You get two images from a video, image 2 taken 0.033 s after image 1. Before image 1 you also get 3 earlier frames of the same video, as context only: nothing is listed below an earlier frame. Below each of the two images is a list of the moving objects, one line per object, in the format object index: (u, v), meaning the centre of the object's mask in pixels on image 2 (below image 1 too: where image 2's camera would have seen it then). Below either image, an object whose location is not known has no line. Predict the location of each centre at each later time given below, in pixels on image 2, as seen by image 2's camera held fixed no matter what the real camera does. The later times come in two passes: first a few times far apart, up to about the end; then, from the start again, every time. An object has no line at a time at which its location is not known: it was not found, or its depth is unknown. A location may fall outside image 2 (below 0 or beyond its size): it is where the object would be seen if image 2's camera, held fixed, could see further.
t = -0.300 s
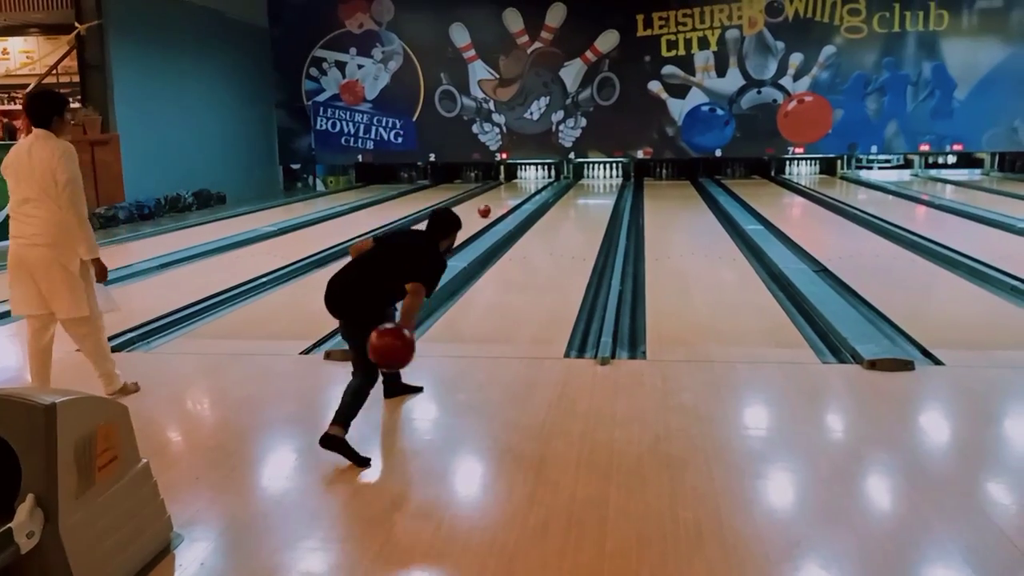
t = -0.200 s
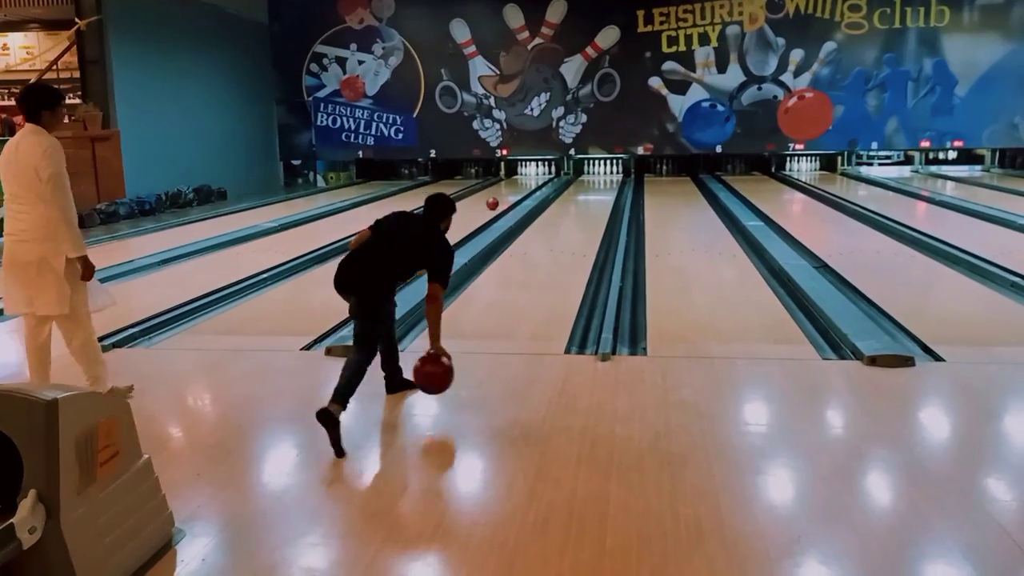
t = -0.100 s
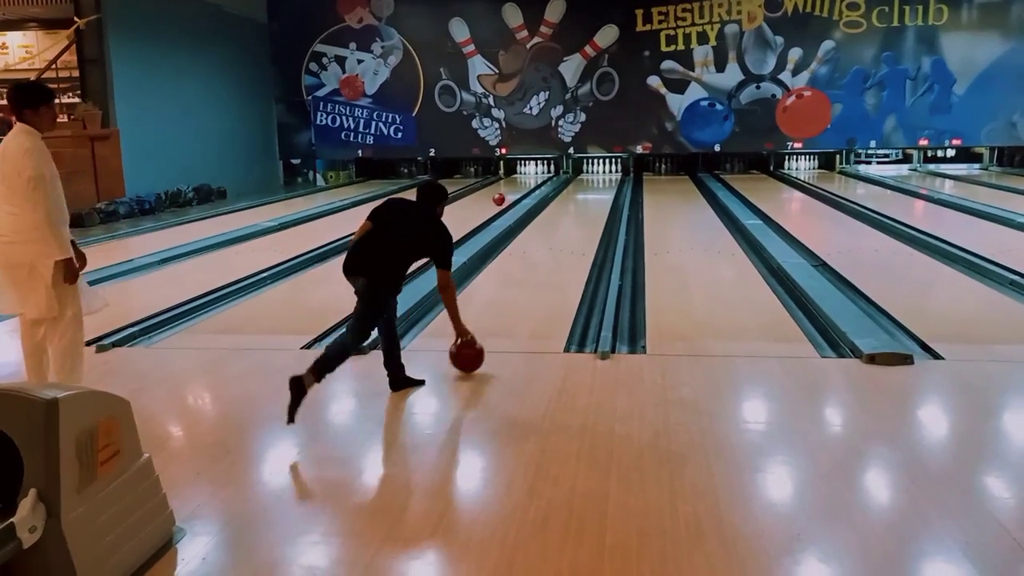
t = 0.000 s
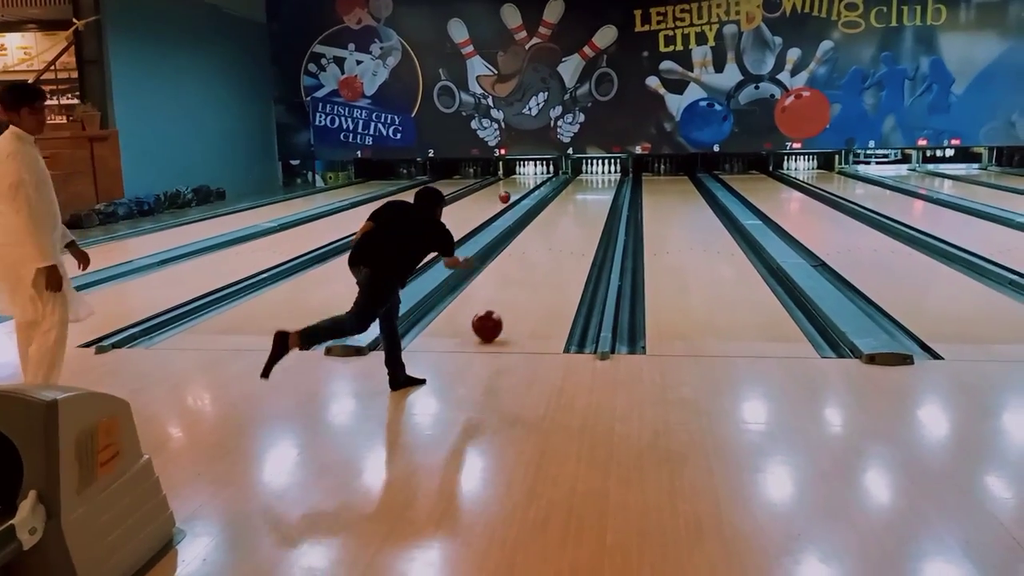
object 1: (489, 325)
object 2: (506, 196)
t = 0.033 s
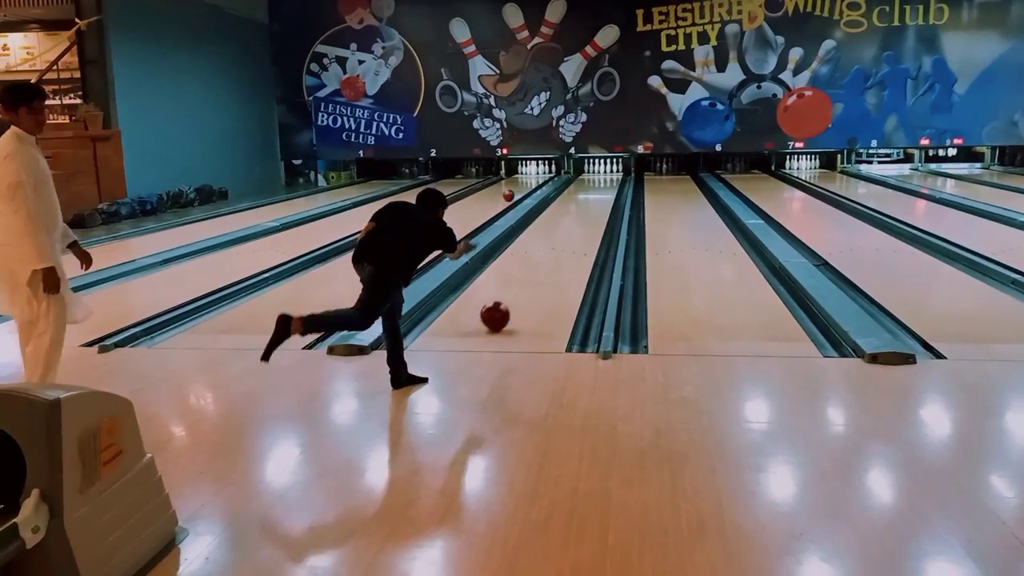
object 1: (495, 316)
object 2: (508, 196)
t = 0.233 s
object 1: (521, 276)
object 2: (520, 190)
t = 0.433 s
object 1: (538, 249)
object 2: (529, 186)
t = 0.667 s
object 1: (552, 228)
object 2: (541, 182)
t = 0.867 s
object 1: (561, 214)
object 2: (545, 179)
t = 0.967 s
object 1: (564, 208)
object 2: (547, 178)
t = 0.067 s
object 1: (500, 308)
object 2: (510, 194)
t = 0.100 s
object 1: (505, 301)
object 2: (512, 194)
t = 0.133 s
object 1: (509, 294)
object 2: (514, 193)
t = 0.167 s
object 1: (514, 288)
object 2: (516, 192)
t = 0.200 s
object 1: (518, 282)
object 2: (518, 191)
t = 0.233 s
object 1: (521, 276)
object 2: (520, 190)
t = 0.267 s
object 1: (525, 271)
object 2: (521, 189)
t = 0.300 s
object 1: (528, 266)
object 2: (523, 188)
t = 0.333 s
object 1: (531, 262)
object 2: (525, 187)
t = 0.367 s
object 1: (533, 257)
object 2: (526, 187)
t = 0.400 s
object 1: (536, 253)
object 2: (528, 186)
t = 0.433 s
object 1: (538, 249)
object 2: (529, 186)
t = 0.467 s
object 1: (541, 246)
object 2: (531, 185)
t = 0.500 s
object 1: (543, 242)
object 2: (533, 184)
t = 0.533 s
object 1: (545, 239)
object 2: (534, 184)
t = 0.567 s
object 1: (547, 236)
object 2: (535, 183)
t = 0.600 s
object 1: (549, 233)
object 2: (538, 183)
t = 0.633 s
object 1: (551, 230)
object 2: (540, 183)
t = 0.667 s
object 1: (552, 228)
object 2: (541, 182)
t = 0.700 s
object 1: (553, 225)
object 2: (542, 181)
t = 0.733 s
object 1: (555, 223)
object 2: (543, 180)
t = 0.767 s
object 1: (557, 220)
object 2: (544, 180)
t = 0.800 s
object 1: (558, 218)
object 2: (545, 179)
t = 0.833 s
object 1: (560, 216)
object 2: (545, 179)
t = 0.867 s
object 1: (561, 214)
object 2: (545, 179)
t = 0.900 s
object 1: (562, 212)
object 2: (546, 178)
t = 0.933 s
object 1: (563, 210)
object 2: (547, 178)
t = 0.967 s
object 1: (564, 208)
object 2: (547, 178)
